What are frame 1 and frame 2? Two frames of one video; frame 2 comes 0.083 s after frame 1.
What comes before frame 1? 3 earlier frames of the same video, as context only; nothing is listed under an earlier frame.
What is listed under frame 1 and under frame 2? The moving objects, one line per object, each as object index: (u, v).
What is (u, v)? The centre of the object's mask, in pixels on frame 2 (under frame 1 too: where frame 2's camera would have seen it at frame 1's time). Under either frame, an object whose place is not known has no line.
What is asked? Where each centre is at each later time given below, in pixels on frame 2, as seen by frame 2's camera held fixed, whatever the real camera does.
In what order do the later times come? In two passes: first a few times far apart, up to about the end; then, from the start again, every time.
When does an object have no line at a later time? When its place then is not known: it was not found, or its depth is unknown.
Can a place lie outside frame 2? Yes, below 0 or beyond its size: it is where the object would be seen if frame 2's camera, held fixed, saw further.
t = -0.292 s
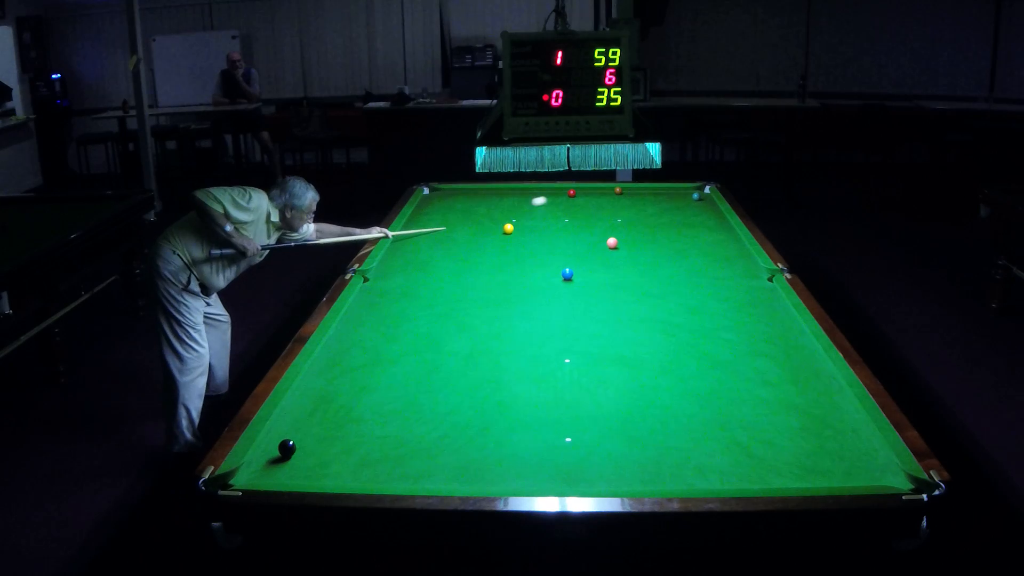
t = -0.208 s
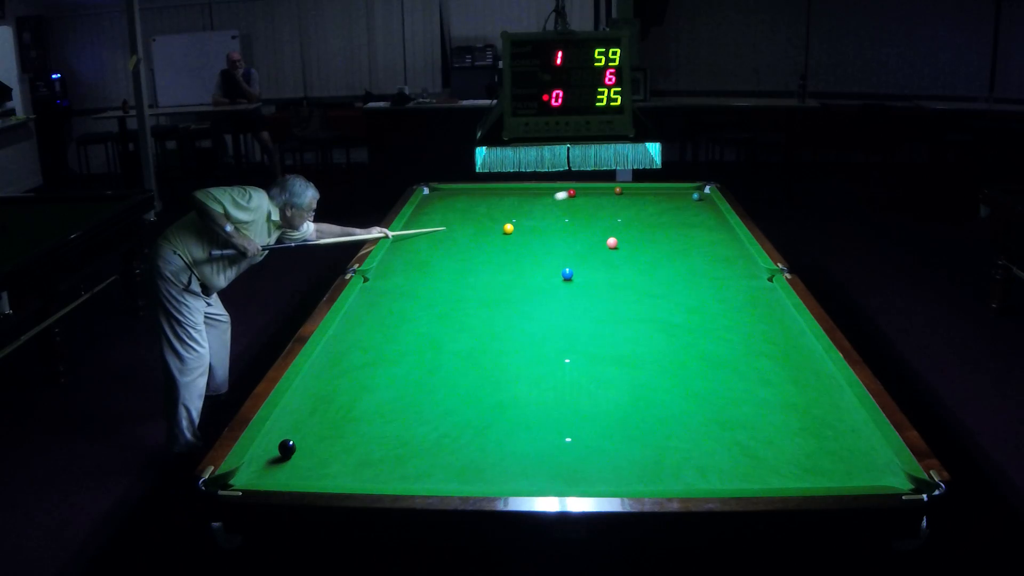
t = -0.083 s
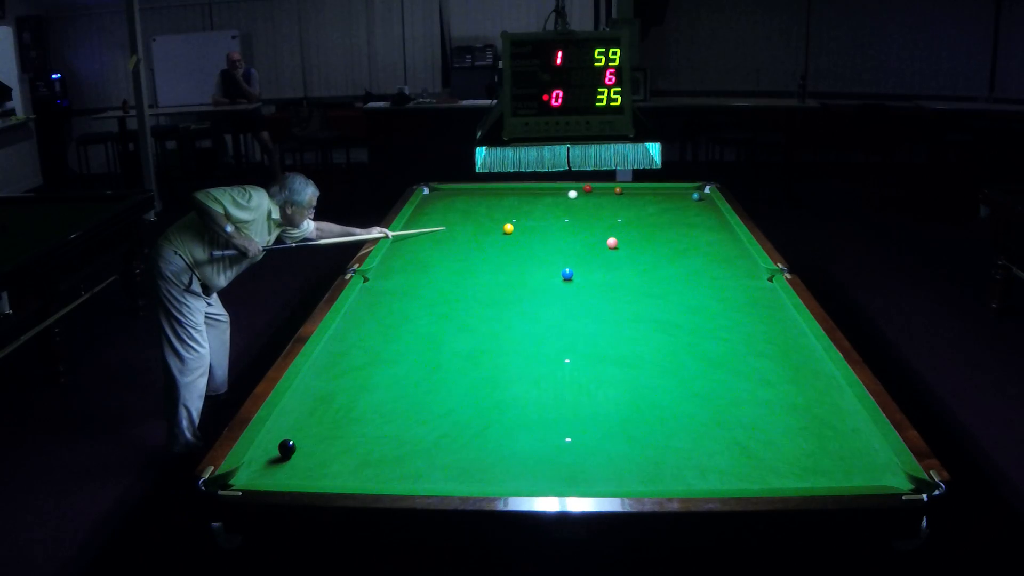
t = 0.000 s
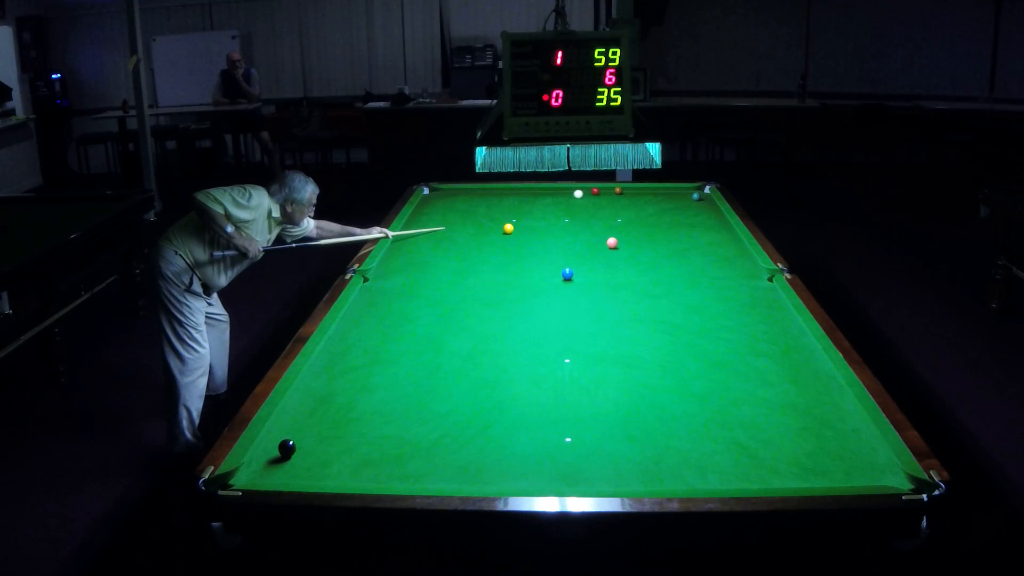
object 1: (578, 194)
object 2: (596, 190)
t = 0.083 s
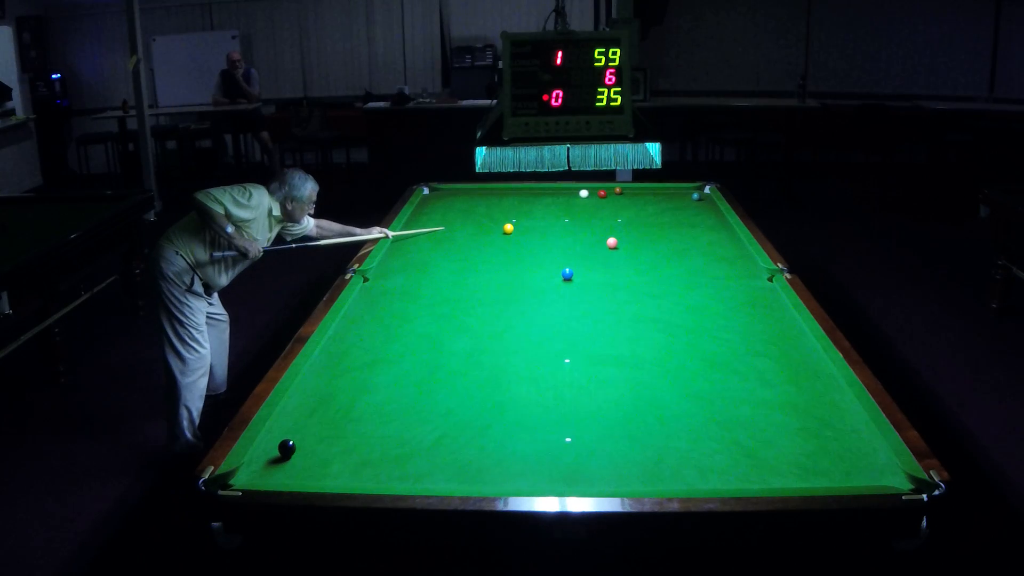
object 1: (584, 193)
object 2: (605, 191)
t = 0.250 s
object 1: (594, 193)
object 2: (616, 200)
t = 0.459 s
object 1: (607, 192)
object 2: (634, 207)
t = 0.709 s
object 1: (617, 192)
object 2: (657, 217)
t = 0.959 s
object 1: (624, 193)
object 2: (681, 227)
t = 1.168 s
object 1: (630, 193)
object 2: (703, 236)
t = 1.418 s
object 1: (634, 193)
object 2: (729, 247)
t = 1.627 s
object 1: (638, 194)
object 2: (749, 257)
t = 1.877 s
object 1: (640, 194)
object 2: (743, 266)
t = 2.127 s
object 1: (642, 194)
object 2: (737, 276)
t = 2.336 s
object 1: (643, 194)
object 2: (732, 284)
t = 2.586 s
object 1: (643, 194)
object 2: (725, 294)
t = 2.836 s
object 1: (643, 194)
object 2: (718, 304)
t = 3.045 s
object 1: (643, 194)
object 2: (712, 312)
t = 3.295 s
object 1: (643, 194)
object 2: (704, 322)
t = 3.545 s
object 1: (643, 194)
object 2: (697, 332)
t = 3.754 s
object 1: (643, 194)
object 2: (691, 340)
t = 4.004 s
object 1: (643, 194)
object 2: (683, 350)
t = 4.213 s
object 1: (643, 194)
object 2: (677, 358)
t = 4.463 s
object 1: (643, 194)
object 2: (670, 367)
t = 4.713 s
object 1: (643, 194)
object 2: (663, 376)
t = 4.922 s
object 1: (643, 194)
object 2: (657, 382)
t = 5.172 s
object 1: (643, 194)
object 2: (651, 390)
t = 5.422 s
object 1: (643, 194)
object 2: (645, 397)
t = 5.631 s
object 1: (643, 194)
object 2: (641, 403)
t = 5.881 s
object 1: (643, 194)
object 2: (637, 409)
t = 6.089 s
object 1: (643, 194)
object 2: (633, 413)
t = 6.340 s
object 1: (643, 194)
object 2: (630, 417)
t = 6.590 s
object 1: (643, 194)
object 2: (628, 421)
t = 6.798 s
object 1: (643, 194)
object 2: (627, 423)
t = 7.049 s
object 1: (643, 194)
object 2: (626, 425)
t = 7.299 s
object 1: (643, 194)
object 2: (626, 425)
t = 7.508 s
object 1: (643, 194)
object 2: (626, 425)
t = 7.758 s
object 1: (643, 194)
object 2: (626, 425)
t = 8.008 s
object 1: (643, 194)
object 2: (626, 425)
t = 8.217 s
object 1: (643, 194)
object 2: (626, 425)
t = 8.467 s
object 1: (643, 194)
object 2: (626, 425)
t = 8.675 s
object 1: (643, 194)
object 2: (626, 425)
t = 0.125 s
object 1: (586, 193)
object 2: (605, 195)
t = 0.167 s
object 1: (589, 193)
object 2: (609, 197)
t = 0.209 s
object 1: (592, 193)
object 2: (612, 198)
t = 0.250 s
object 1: (594, 193)
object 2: (616, 200)
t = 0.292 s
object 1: (597, 192)
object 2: (620, 201)
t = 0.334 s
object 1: (599, 192)
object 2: (623, 203)
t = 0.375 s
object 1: (602, 192)
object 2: (627, 204)
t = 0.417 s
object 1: (604, 192)
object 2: (631, 205)
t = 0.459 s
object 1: (607, 192)
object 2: (634, 207)
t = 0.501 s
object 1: (609, 192)
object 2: (638, 209)
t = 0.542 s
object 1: (611, 192)
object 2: (642, 210)
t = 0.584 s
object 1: (613, 192)
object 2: (646, 212)
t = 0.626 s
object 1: (614, 192)
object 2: (650, 214)
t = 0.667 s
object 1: (616, 192)
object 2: (654, 215)
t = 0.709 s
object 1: (617, 192)
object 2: (657, 217)
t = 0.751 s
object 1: (618, 192)
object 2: (661, 218)
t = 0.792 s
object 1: (620, 192)
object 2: (665, 220)
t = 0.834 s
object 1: (621, 192)
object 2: (669, 222)
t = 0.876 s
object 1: (622, 192)
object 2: (673, 224)
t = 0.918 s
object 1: (623, 193)
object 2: (678, 225)
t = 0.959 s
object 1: (624, 193)
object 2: (681, 227)
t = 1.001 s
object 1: (625, 193)
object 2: (686, 229)
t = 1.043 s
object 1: (626, 192)
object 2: (690, 231)
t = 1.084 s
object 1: (628, 193)
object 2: (694, 232)
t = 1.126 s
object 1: (629, 193)
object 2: (698, 234)
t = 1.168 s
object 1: (630, 193)
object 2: (703, 236)
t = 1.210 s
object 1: (630, 193)
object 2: (707, 238)
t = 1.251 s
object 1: (631, 193)
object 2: (711, 240)
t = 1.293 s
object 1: (632, 193)
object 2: (715, 242)
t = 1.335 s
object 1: (633, 193)
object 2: (720, 243)
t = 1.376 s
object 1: (634, 193)
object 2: (724, 245)
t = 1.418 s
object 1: (634, 193)
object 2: (729, 247)
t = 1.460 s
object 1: (635, 193)
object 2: (733, 249)
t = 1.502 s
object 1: (636, 194)
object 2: (738, 251)
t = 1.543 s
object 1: (636, 194)
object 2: (742, 253)
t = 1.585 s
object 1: (637, 194)
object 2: (747, 255)
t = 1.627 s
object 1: (638, 194)
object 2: (749, 257)
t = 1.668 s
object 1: (638, 194)
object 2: (748, 258)
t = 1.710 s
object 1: (639, 194)
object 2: (747, 260)
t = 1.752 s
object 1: (639, 194)
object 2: (746, 262)
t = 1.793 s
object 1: (640, 194)
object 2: (745, 263)
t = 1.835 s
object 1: (640, 194)
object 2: (744, 265)
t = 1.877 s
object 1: (640, 194)
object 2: (743, 266)
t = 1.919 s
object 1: (641, 194)
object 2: (742, 268)
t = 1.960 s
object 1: (641, 194)
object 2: (741, 270)
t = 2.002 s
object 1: (641, 194)
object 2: (740, 271)
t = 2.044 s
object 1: (642, 194)
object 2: (739, 273)
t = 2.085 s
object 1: (642, 194)
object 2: (738, 274)
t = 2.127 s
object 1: (642, 194)
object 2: (737, 276)
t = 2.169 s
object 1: (642, 194)
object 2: (736, 277)
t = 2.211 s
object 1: (642, 194)
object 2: (735, 279)
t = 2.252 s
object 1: (642, 194)
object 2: (734, 281)
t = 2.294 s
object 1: (643, 194)
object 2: (733, 282)
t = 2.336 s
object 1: (643, 194)
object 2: (732, 284)
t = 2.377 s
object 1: (643, 194)
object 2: (731, 286)
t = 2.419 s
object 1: (643, 194)
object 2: (730, 287)
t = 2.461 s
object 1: (643, 194)
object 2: (728, 289)
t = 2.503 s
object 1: (643, 194)
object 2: (727, 290)
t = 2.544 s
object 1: (643, 194)
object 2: (726, 292)
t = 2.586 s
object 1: (643, 194)
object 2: (725, 294)
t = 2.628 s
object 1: (643, 194)
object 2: (724, 295)
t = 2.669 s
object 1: (643, 194)
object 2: (723, 297)
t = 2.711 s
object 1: (643, 194)
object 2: (721, 299)
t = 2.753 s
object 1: (643, 194)
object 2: (720, 300)
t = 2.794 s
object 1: (643, 194)
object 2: (719, 302)
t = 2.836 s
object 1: (643, 194)
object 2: (718, 304)
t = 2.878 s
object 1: (643, 194)
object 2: (717, 305)
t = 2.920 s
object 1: (643, 194)
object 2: (716, 307)
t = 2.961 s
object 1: (643, 194)
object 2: (714, 309)
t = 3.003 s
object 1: (643, 194)
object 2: (713, 310)
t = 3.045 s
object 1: (643, 194)
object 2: (712, 312)
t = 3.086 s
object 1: (643, 194)
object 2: (711, 314)
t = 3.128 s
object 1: (643, 194)
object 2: (709, 315)
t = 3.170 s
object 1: (643, 194)
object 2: (708, 317)
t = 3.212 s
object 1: (643, 194)
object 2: (707, 319)
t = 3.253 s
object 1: (643, 194)
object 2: (706, 320)
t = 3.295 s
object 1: (643, 194)
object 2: (704, 322)
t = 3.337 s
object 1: (643, 194)
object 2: (703, 324)
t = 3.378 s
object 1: (643, 194)
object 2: (702, 325)
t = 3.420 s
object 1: (643, 194)
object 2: (701, 327)
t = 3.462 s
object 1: (643, 194)
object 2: (699, 329)
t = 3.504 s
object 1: (643, 194)
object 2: (698, 330)
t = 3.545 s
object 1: (643, 194)
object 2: (697, 332)
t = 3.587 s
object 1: (643, 194)
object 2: (696, 334)
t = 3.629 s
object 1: (643, 194)
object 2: (694, 335)
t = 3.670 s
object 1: (643, 194)
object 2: (693, 337)
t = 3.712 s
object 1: (643, 194)
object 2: (692, 338)
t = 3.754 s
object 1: (643, 194)
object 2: (691, 340)
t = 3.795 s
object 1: (643, 194)
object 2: (689, 342)
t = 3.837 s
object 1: (643, 194)
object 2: (688, 343)
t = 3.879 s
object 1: (643, 194)
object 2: (687, 345)
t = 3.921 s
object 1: (643, 194)
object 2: (685, 347)
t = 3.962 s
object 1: (643, 194)
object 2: (684, 348)
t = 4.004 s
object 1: (643, 194)
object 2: (683, 350)
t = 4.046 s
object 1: (643, 194)
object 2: (682, 351)
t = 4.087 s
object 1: (643, 194)
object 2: (680, 353)
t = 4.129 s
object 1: (643, 194)
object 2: (679, 355)
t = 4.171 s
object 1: (643, 194)
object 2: (678, 356)
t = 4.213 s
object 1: (643, 194)
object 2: (677, 358)
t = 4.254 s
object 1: (643, 194)
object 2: (676, 359)
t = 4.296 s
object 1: (643, 194)
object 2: (674, 361)
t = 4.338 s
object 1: (643, 194)
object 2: (673, 362)
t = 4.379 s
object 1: (643, 194)
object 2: (672, 364)
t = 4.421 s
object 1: (643, 194)
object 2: (671, 365)
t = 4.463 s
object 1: (643, 194)
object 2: (670, 367)
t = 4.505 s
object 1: (643, 194)
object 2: (668, 368)
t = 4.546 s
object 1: (643, 194)
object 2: (667, 370)
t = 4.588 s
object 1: (643, 194)
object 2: (666, 371)
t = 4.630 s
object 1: (643, 194)
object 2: (665, 373)
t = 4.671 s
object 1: (643, 194)
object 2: (664, 374)
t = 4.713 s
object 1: (643, 194)
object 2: (663, 376)
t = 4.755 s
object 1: (643, 194)
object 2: (662, 377)
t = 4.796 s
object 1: (643, 194)
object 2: (660, 378)
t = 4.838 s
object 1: (643, 194)
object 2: (659, 380)
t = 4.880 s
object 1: (643, 194)
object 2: (658, 381)
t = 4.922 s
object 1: (643, 194)
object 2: (657, 382)
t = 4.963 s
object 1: (643, 194)
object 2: (656, 384)
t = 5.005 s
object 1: (643, 194)
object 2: (655, 385)
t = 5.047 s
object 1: (643, 194)
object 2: (654, 386)
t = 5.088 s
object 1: (643, 194)
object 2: (653, 388)
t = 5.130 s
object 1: (643, 194)
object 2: (652, 389)
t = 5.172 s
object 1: (643, 194)
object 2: (651, 390)
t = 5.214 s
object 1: (643, 194)
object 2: (650, 391)
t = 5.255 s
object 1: (643, 194)
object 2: (649, 393)
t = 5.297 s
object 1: (643, 194)
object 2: (648, 394)
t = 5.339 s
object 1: (643, 194)
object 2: (647, 395)
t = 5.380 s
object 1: (643, 194)
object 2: (646, 396)
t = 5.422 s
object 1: (643, 194)
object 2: (645, 397)
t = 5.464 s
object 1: (643, 194)
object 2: (644, 398)
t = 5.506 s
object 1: (643, 194)
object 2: (643, 400)
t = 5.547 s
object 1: (643, 194)
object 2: (642, 401)
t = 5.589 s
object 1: (643, 194)
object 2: (642, 402)
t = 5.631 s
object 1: (643, 194)
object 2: (641, 403)
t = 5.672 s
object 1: (643, 194)
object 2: (640, 404)
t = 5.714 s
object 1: (643, 194)
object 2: (639, 405)
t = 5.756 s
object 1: (643, 194)
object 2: (639, 406)
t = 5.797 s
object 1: (643, 194)
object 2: (638, 407)
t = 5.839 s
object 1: (643, 194)
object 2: (637, 408)
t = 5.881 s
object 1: (643, 194)
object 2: (637, 409)
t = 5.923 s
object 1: (643, 194)
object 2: (636, 410)
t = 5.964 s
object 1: (643, 194)
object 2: (635, 410)
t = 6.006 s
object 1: (643, 194)
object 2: (635, 411)
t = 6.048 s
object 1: (643, 194)
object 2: (634, 412)
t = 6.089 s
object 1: (643, 194)
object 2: (633, 413)
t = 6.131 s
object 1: (643, 194)
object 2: (633, 414)
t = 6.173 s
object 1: (643, 194)
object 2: (632, 415)
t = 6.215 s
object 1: (643, 194)
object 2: (631, 415)
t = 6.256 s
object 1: (643, 194)
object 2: (631, 416)
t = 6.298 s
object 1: (643, 194)
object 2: (630, 417)
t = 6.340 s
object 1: (643, 194)
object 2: (630, 417)
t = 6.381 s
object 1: (643, 194)
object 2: (630, 418)
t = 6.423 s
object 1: (643, 194)
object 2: (629, 419)
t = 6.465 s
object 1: (643, 194)
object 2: (629, 419)
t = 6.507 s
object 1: (643, 194)
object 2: (629, 420)
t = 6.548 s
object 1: (643, 194)
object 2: (628, 421)
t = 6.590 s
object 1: (643, 194)
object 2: (628, 421)
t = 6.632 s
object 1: (643, 194)
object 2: (628, 422)
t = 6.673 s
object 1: (643, 194)
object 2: (627, 422)
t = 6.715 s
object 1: (643, 194)
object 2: (627, 422)
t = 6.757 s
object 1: (643, 194)
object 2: (627, 423)
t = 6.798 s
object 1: (643, 194)
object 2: (627, 423)
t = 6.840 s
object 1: (643, 194)
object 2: (627, 424)
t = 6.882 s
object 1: (643, 194)
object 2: (627, 424)
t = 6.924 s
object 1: (643, 194)
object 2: (627, 424)
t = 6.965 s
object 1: (643, 194)
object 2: (626, 424)
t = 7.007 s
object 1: (643, 194)
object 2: (626, 424)
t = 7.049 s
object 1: (643, 194)
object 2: (626, 425)
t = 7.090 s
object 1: (643, 194)
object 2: (626, 425)
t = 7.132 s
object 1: (643, 194)
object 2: (626, 425)
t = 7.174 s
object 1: (643, 194)
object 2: (626, 425)
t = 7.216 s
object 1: (643, 194)
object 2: (626, 425)
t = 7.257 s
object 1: (643, 194)
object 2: (626, 425)
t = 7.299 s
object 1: (643, 194)
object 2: (626, 425)
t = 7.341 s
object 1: (643, 194)
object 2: (626, 425)
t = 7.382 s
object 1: (643, 194)
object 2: (626, 425)
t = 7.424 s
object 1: (643, 194)
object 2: (626, 425)
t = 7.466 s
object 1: (643, 194)
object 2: (626, 425)
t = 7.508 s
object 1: (643, 194)
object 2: (626, 425)
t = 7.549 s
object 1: (643, 194)
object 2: (626, 425)
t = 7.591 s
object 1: (643, 194)
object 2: (626, 425)
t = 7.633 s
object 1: (643, 194)
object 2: (626, 425)
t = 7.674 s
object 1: (643, 194)
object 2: (626, 425)
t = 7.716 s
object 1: (643, 194)
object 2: (626, 425)
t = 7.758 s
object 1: (643, 194)
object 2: (626, 425)
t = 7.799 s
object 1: (643, 194)
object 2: (626, 425)
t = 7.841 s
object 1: (643, 194)
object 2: (626, 425)
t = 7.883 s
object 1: (643, 194)
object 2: (626, 425)
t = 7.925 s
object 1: (643, 194)
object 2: (626, 425)
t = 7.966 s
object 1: (643, 194)
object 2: (626, 425)
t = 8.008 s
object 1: (643, 194)
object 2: (626, 425)
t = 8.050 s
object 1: (643, 194)
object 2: (626, 425)
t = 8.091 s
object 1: (643, 194)
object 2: (626, 425)
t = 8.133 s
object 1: (643, 194)
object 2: (626, 425)
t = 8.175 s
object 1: (643, 194)
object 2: (626, 425)
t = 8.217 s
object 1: (643, 194)
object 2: (626, 425)
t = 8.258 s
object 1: (643, 194)
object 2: (626, 425)
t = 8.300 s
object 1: (643, 194)
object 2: (626, 425)
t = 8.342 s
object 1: (643, 194)
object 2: (626, 425)
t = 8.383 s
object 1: (643, 194)
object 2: (626, 425)
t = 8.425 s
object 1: (643, 194)
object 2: (626, 425)
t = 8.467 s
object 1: (643, 194)
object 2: (626, 425)
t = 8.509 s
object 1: (643, 194)
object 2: (626, 425)
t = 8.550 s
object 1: (643, 194)
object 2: (626, 425)
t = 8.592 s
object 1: (643, 194)
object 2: (626, 425)
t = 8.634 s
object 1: (643, 194)
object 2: (626, 425)
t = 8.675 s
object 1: (643, 194)
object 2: (626, 425)
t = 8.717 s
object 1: (643, 194)
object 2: (626, 425)
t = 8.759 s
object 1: (643, 194)
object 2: (626, 425)
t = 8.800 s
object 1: (643, 194)
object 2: (626, 425)
